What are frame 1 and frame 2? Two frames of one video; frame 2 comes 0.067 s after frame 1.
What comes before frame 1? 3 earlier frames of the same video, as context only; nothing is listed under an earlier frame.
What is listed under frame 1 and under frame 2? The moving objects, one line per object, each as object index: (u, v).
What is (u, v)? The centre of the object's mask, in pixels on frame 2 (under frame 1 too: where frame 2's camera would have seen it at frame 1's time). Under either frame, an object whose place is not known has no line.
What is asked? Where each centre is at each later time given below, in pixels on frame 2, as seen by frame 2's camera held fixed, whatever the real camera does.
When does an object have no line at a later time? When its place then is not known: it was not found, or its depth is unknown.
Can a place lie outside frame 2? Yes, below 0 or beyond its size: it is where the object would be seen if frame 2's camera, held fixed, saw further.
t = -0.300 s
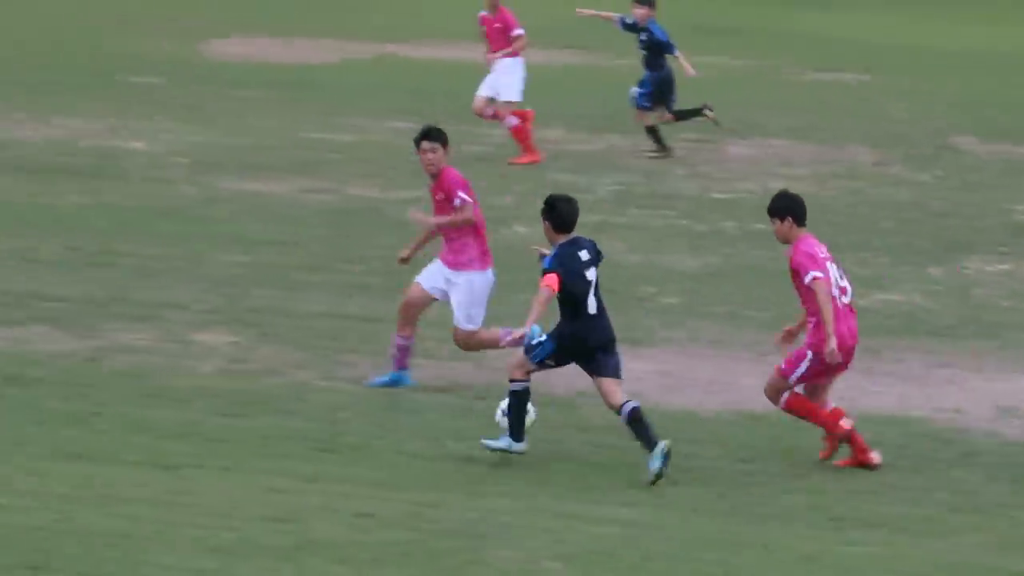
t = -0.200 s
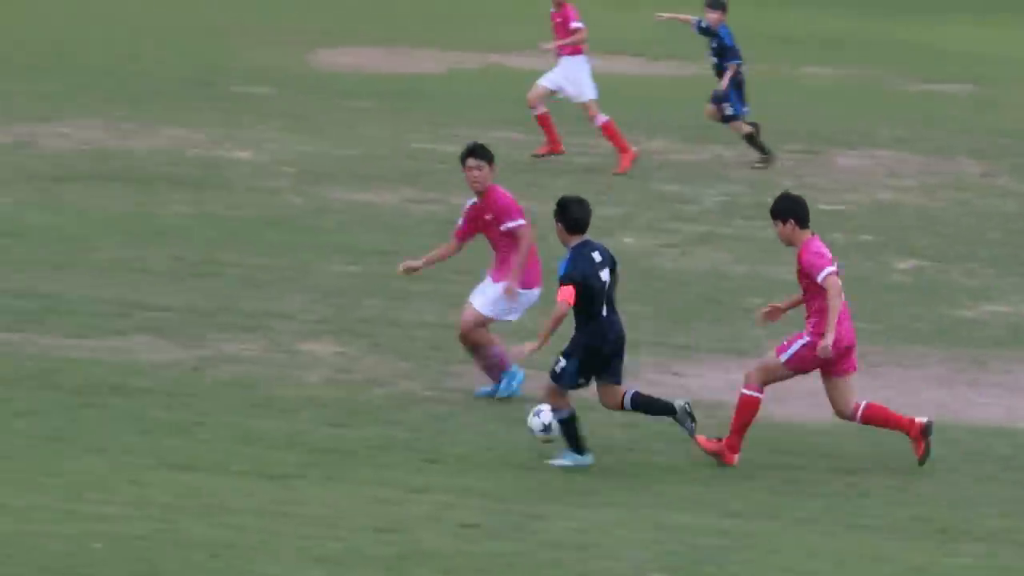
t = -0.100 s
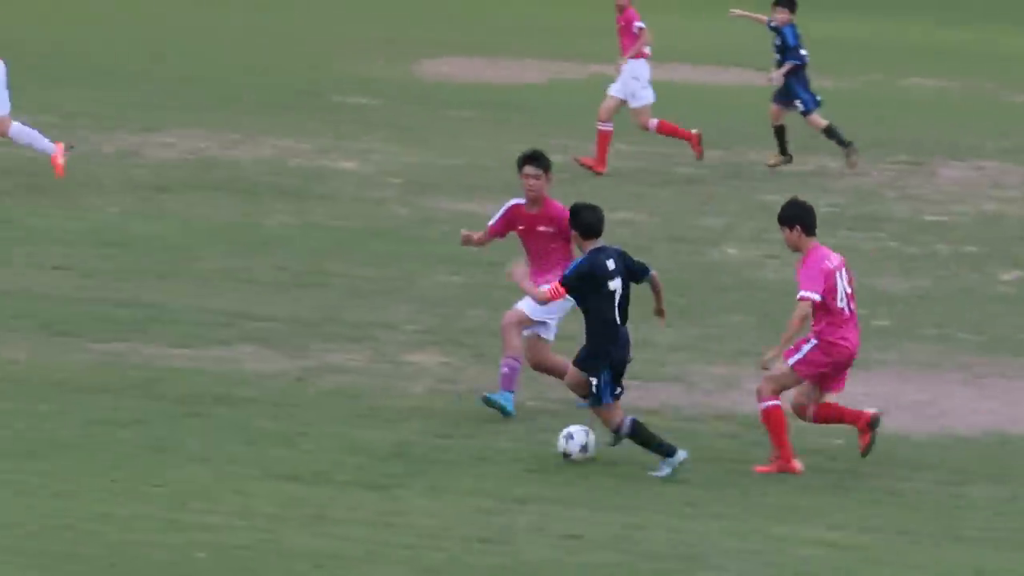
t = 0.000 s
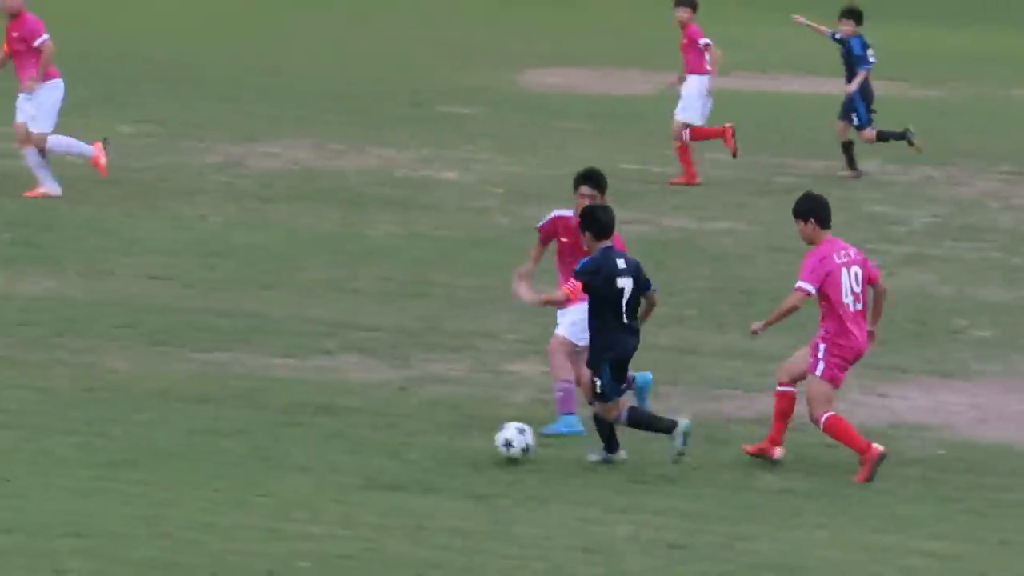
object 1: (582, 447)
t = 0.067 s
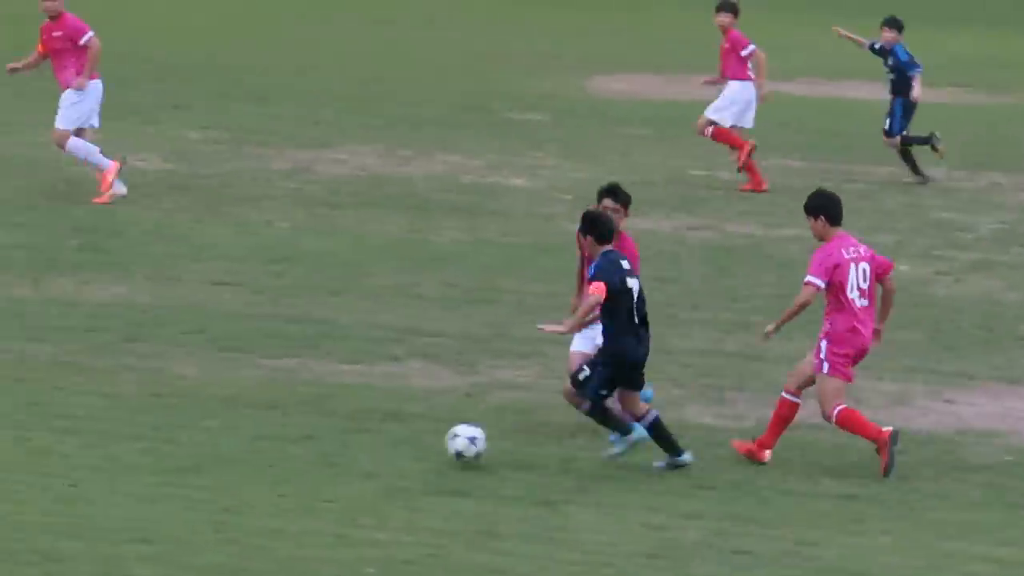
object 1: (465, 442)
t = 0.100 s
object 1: (408, 442)
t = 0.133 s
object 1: (352, 446)
